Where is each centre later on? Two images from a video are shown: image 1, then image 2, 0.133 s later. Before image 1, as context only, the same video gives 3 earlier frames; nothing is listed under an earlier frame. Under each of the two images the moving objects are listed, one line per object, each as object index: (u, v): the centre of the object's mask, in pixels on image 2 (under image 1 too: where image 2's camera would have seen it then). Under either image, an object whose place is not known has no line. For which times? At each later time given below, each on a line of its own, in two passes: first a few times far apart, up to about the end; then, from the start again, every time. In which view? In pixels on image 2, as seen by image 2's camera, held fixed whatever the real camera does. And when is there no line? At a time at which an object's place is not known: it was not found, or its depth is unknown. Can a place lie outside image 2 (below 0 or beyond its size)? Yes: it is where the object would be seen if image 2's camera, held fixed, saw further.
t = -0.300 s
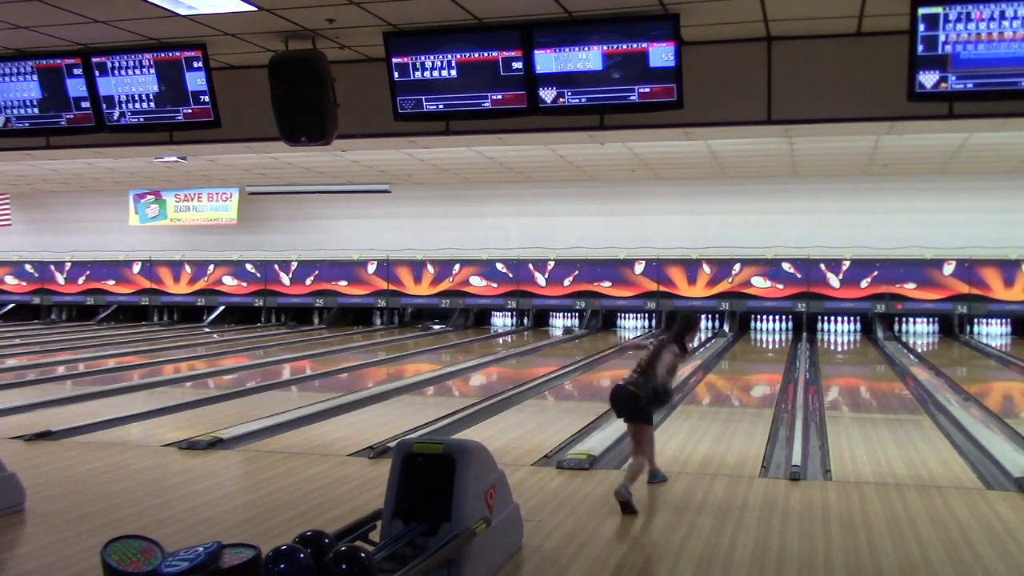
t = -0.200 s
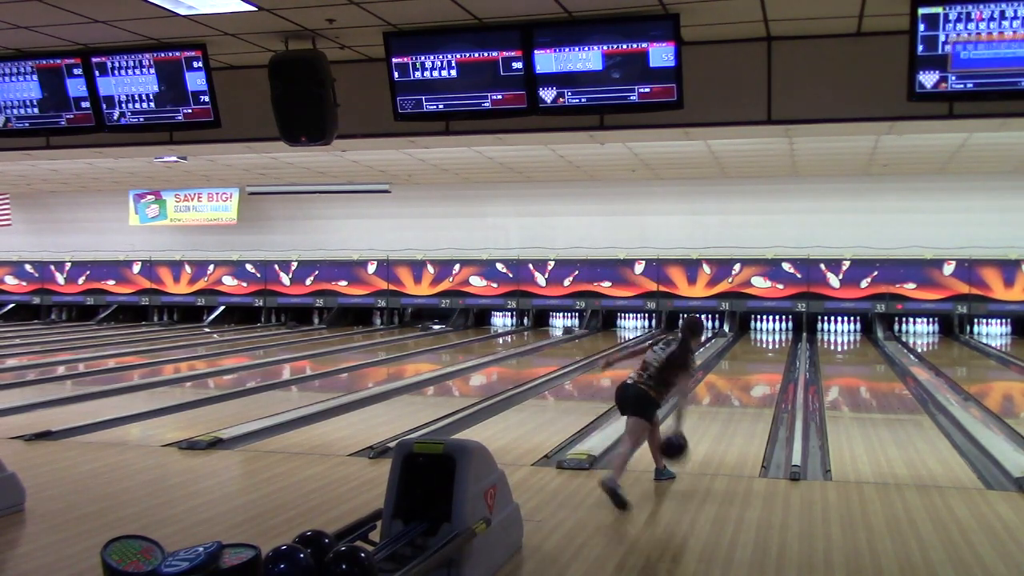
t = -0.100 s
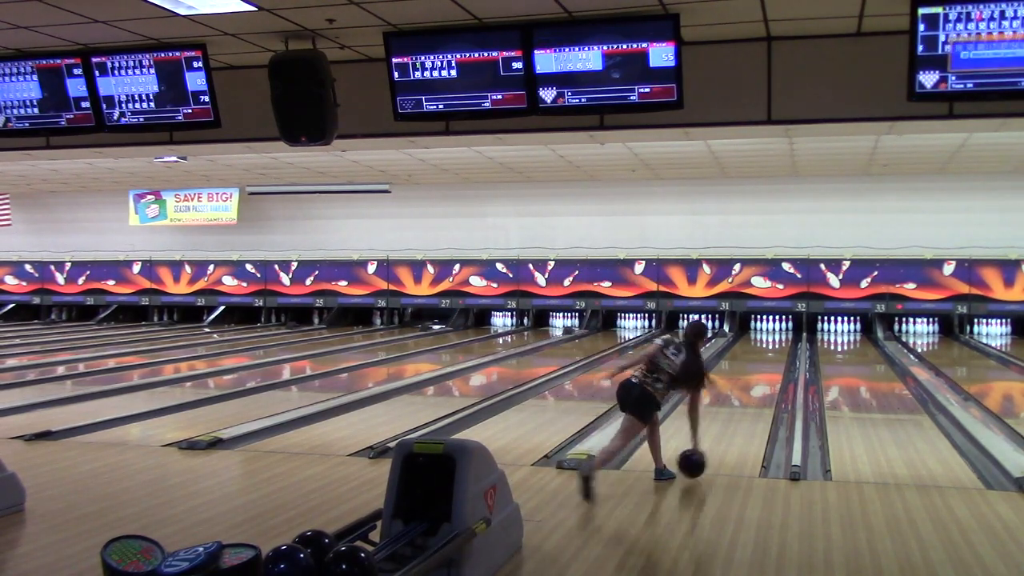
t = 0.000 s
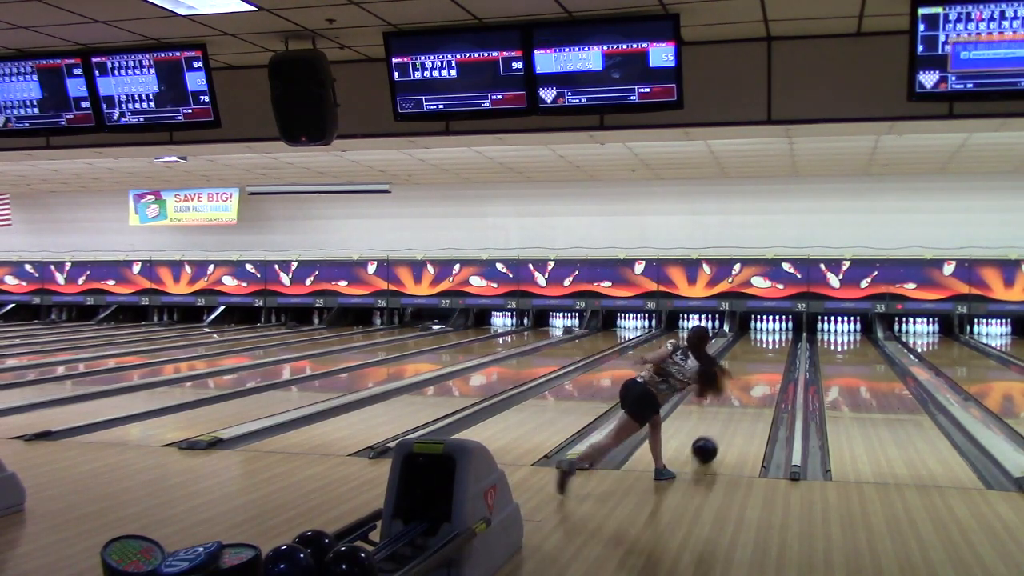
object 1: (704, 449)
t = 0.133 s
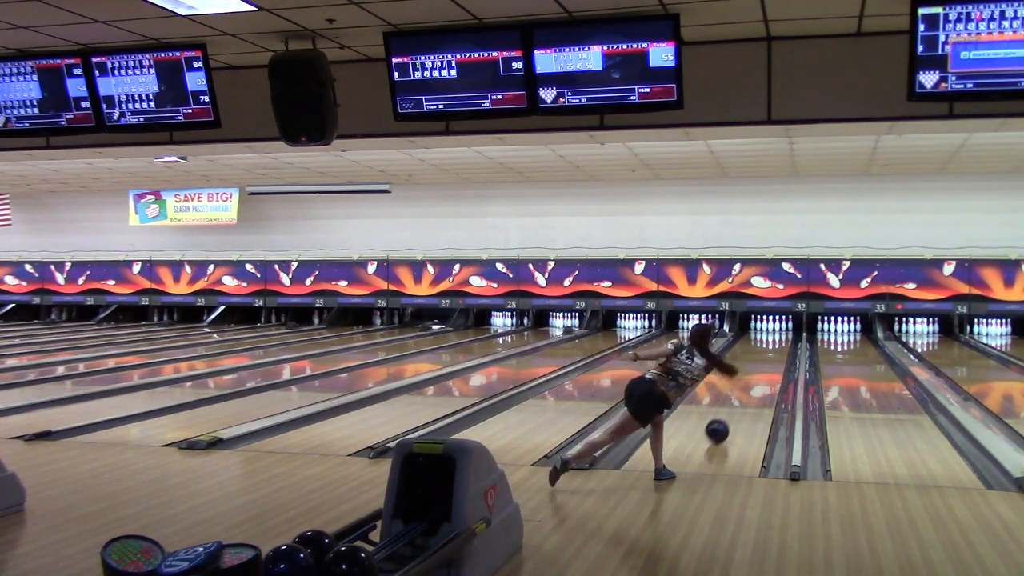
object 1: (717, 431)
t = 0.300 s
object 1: (730, 413)
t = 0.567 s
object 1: (744, 391)
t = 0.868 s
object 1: (755, 373)
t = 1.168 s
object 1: (763, 360)
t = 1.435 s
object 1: (768, 350)
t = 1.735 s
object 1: (772, 342)
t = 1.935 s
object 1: (773, 338)
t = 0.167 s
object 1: (720, 427)
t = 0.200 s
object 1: (722, 423)
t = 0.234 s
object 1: (725, 420)
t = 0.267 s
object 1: (727, 416)
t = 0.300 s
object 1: (730, 413)
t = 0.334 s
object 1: (732, 410)
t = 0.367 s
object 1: (734, 406)
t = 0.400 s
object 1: (736, 403)
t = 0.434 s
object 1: (737, 401)
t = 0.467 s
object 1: (739, 398)
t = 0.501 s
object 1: (741, 395)
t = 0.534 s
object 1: (743, 393)
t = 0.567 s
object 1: (744, 391)
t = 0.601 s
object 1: (746, 388)
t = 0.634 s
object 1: (747, 386)
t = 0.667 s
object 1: (749, 384)
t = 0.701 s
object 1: (750, 382)
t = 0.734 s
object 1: (751, 380)
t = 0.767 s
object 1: (752, 378)
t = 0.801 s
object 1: (753, 376)
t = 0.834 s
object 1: (754, 375)
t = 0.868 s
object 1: (755, 373)
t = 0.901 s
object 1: (756, 371)
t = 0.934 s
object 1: (757, 369)
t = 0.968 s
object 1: (758, 368)
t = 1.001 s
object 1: (759, 366)
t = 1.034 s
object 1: (760, 365)
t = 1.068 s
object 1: (761, 364)
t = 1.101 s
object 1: (762, 362)
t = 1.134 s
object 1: (762, 361)
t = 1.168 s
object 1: (763, 360)
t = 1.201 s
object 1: (764, 358)
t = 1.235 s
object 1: (765, 357)
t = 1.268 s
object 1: (765, 356)
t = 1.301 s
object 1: (766, 355)
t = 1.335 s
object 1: (767, 354)
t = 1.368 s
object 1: (767, 352)
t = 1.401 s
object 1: (768, 351)
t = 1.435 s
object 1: (768, 350)
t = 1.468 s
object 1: (769, 349)
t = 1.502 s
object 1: (769, 348)
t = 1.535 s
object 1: (770, 347)
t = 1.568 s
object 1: (770, 346)
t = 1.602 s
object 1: (770, 345)
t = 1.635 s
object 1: (771, 345)
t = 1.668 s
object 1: (771, 344)
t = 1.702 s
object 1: (772, 343)
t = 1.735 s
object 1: (772, 342)
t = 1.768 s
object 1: (773, 341)
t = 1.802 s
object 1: (772, 341)
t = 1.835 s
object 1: (773, 340)
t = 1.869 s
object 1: (773, 339)
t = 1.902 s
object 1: (772, 339)
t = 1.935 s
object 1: (773, 338)
